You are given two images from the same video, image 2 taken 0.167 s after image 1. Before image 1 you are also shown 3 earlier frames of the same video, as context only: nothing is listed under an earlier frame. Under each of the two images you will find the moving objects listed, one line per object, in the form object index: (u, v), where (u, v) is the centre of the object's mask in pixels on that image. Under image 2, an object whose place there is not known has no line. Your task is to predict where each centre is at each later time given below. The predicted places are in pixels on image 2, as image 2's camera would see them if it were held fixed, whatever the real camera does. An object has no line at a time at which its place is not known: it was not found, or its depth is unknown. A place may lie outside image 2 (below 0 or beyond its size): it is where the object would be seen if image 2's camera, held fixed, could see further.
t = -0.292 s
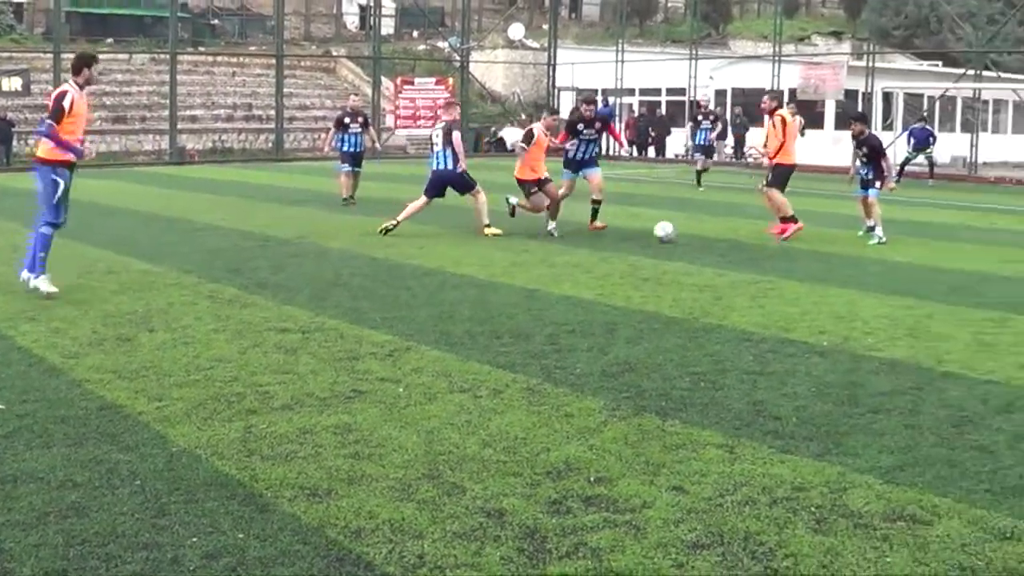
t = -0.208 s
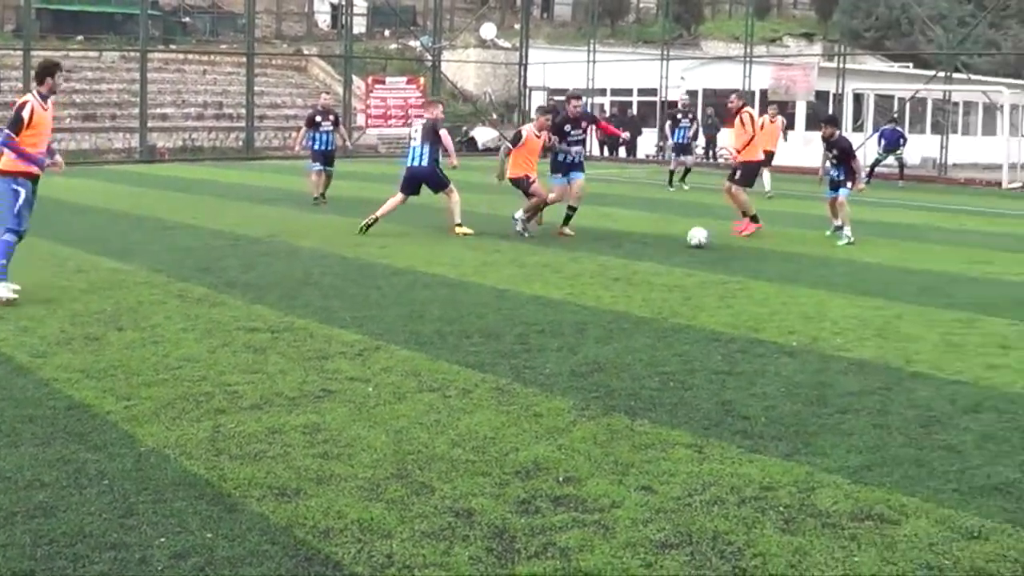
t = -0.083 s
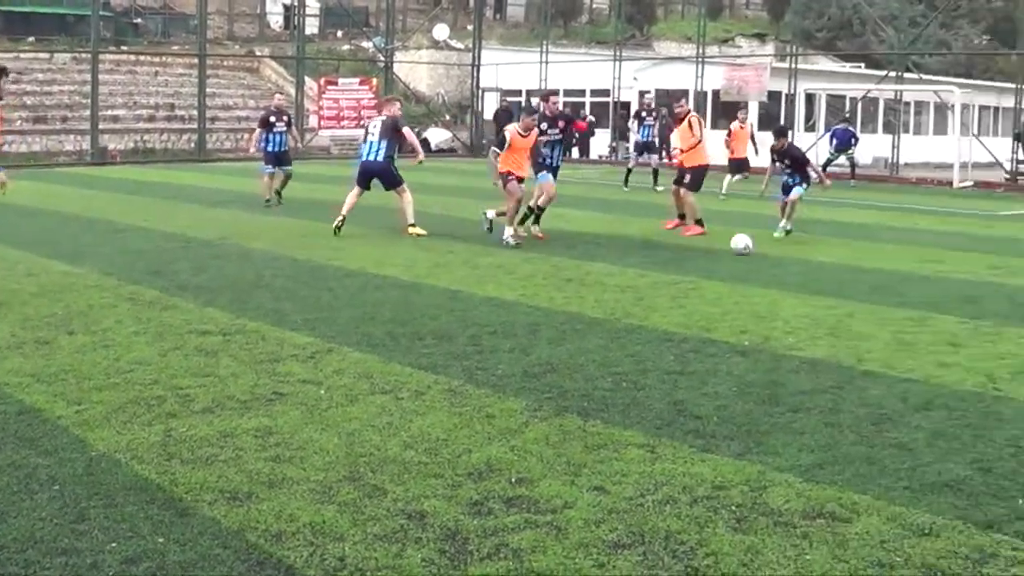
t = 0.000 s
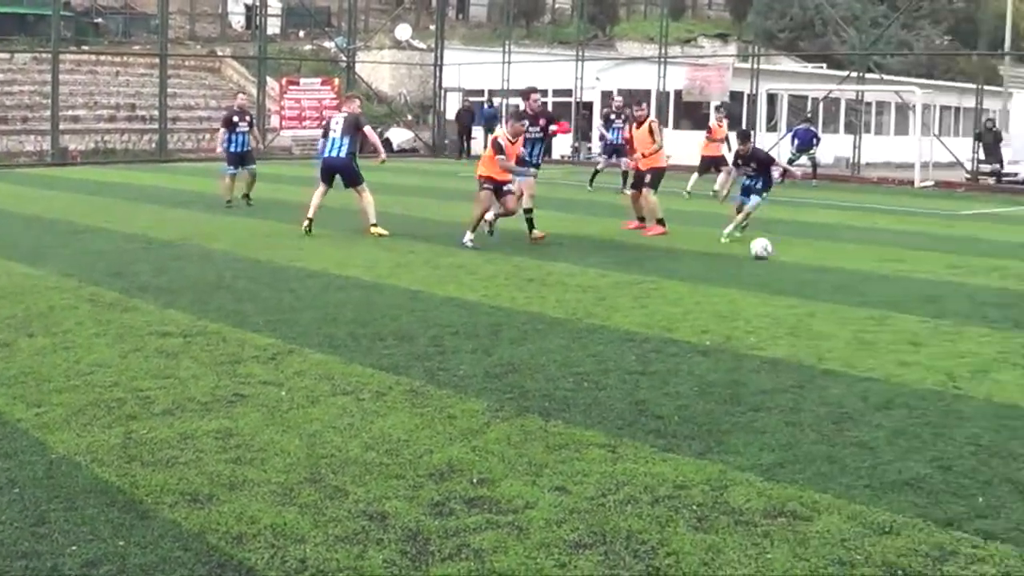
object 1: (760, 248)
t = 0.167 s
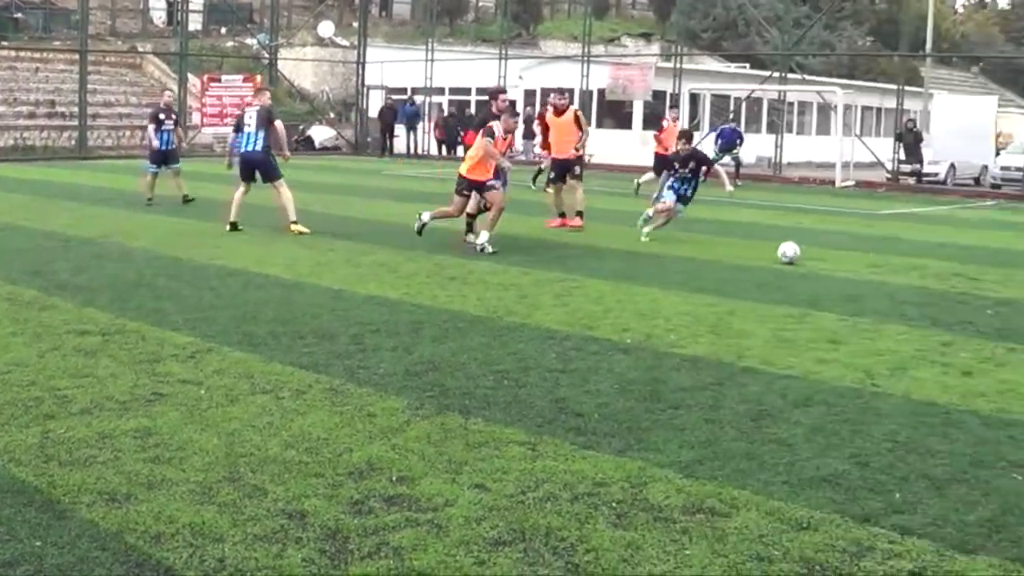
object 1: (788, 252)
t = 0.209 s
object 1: (808, 256)
